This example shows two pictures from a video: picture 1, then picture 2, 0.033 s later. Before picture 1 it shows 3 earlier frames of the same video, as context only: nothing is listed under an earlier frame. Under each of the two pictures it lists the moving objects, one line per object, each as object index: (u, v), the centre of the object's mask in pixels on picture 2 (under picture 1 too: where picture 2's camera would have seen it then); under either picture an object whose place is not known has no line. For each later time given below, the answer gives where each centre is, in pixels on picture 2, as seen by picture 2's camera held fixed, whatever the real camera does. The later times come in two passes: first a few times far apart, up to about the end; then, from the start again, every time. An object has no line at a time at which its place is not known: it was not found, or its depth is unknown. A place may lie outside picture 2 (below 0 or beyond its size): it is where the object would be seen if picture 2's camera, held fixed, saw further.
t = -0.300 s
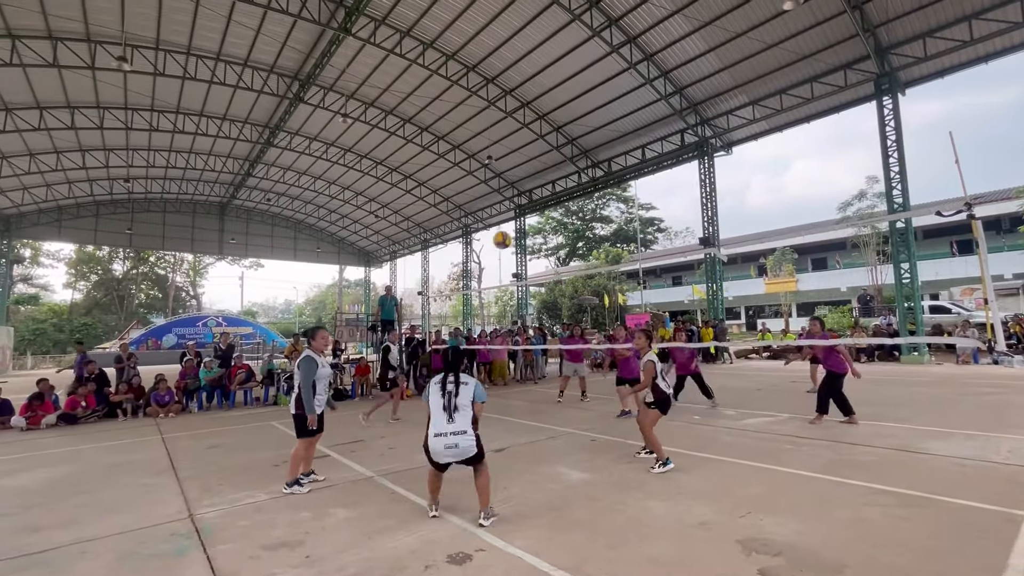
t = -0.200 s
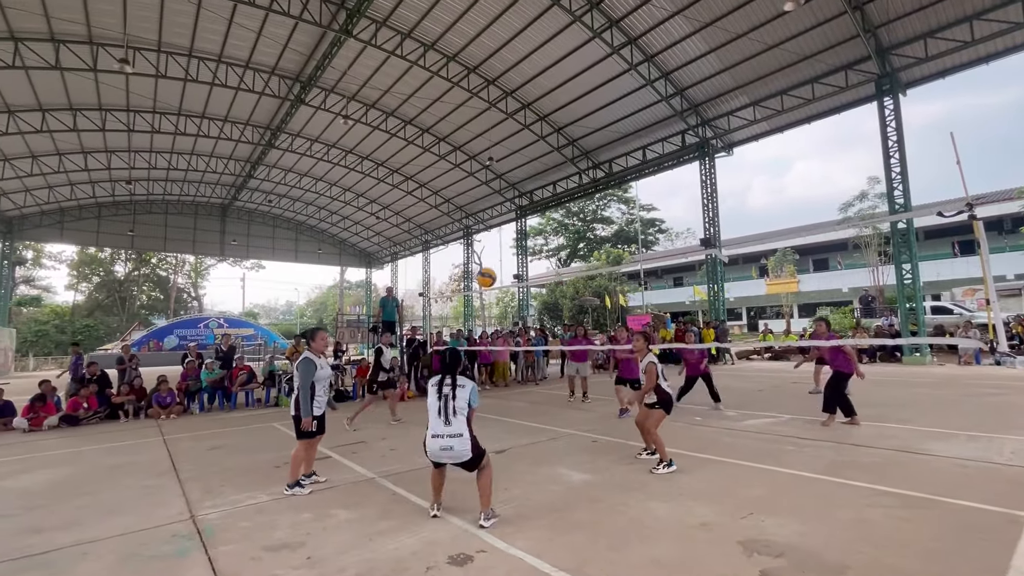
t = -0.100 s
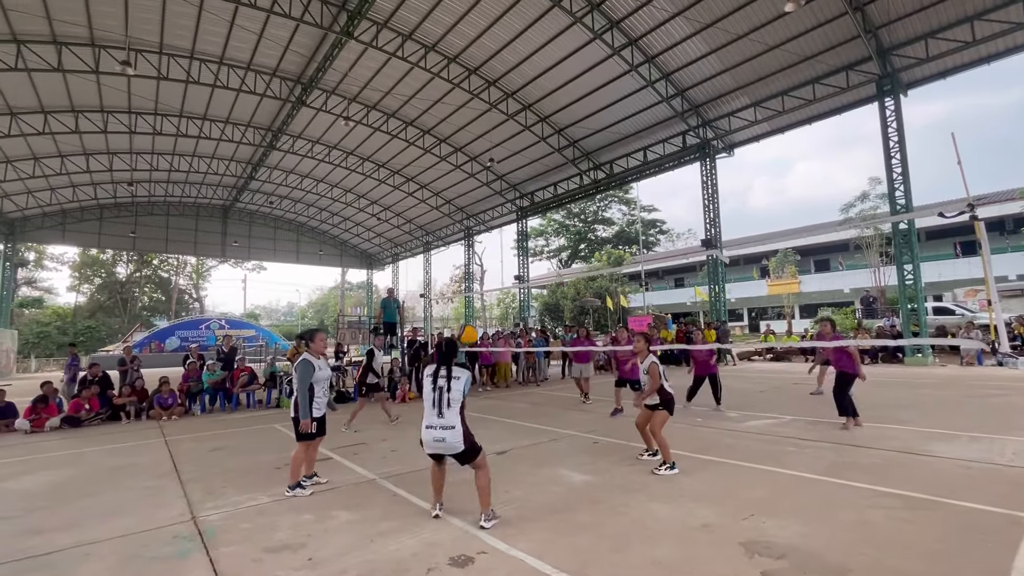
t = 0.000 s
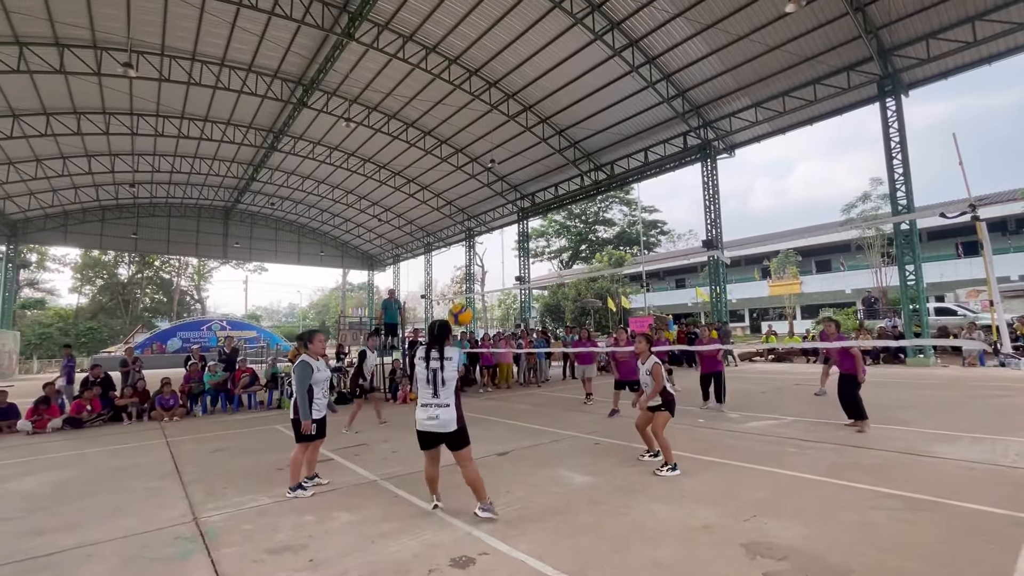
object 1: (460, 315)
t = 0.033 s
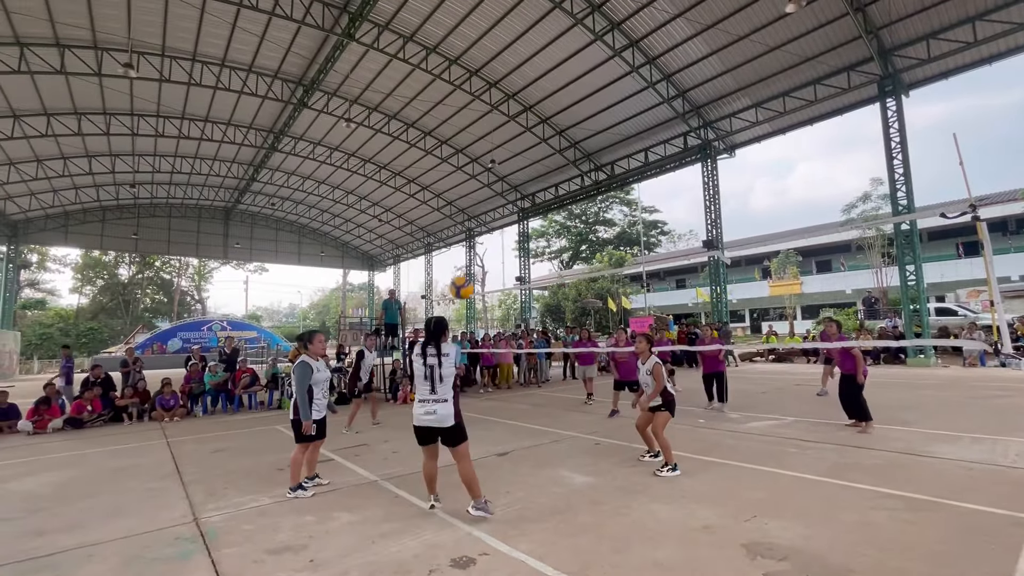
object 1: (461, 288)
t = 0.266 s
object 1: (469, 147)
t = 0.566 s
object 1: (479, 68)
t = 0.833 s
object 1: (490, 71)
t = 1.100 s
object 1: (501, 135)
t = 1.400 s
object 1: (512, 281)
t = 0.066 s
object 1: (463, 262)
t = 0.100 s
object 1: (464, 239)
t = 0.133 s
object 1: (465, 218)
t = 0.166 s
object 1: (466, 198)
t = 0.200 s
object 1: (467, 179)
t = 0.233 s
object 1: (468, 162)
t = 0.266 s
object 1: (469, 147)
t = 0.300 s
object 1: (470, 133)
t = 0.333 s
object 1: (471, 121)
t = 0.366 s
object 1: (473, 111)
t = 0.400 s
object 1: (473, 100)
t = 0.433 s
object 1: (475, 92)
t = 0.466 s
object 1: (476, 84)
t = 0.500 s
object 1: (477, 78)
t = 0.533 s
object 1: (478, 72)
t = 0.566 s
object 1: (479, 68)
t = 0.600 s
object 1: (481, 64)
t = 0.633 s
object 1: (482, 62)
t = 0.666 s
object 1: (483, 62)
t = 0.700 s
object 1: (484, 62)
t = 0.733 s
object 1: (486, 63)
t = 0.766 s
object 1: (487, 64)
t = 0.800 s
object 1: (488, 67)
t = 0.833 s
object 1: (490, 71)
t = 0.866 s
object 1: (491, 76)
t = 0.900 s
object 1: (492, 82)
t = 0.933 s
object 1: (494, 89)
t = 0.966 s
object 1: (495, 96)
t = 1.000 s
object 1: (497, 106)
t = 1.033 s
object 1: (498, 115)
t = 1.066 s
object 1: (499, 126)
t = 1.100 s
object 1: (501, 135)
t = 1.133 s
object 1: (502, 150)
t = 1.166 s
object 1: (502, 163)
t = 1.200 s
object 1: (504, 177)
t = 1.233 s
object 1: (506, 191)
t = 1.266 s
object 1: (507, 208)
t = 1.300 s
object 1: (508, 225)
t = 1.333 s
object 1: (509, 243)
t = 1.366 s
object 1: (511, 261)
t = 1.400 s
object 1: (512, 281)
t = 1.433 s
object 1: (513, 302)
